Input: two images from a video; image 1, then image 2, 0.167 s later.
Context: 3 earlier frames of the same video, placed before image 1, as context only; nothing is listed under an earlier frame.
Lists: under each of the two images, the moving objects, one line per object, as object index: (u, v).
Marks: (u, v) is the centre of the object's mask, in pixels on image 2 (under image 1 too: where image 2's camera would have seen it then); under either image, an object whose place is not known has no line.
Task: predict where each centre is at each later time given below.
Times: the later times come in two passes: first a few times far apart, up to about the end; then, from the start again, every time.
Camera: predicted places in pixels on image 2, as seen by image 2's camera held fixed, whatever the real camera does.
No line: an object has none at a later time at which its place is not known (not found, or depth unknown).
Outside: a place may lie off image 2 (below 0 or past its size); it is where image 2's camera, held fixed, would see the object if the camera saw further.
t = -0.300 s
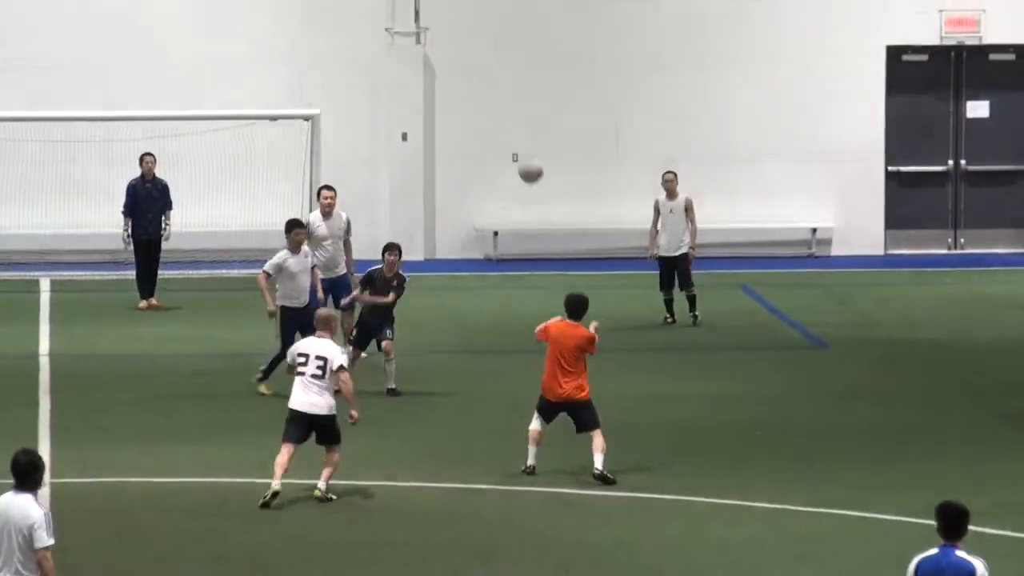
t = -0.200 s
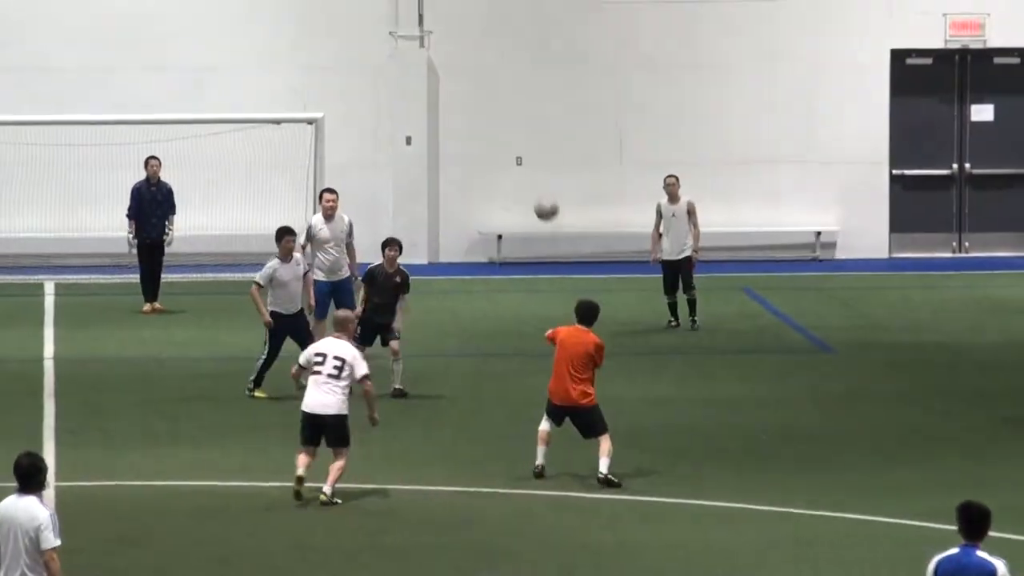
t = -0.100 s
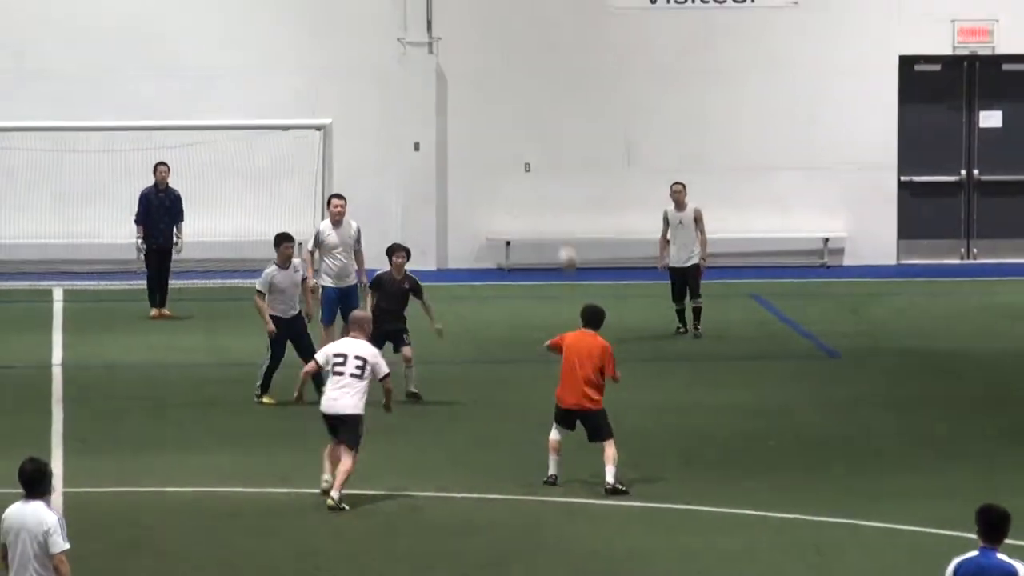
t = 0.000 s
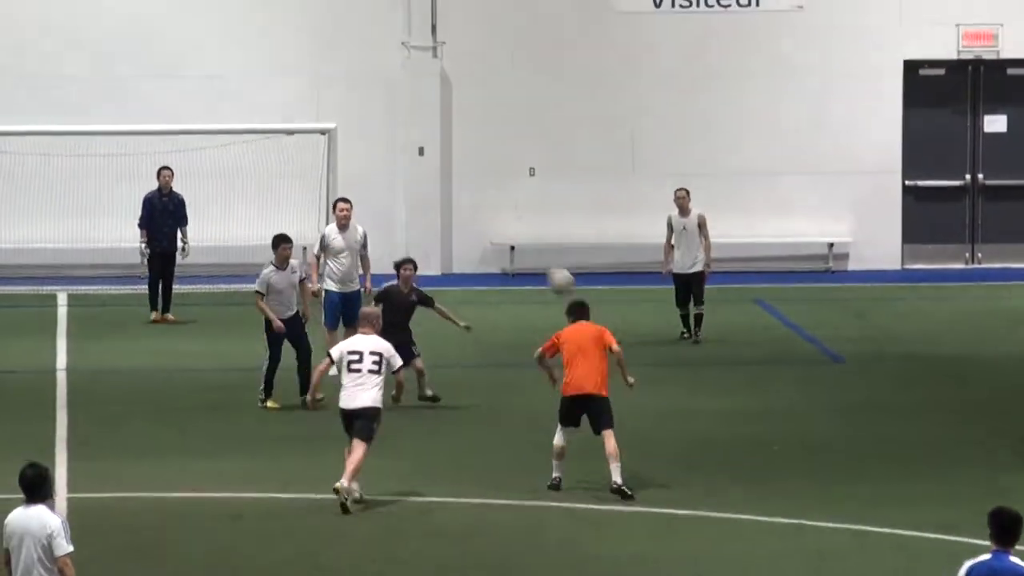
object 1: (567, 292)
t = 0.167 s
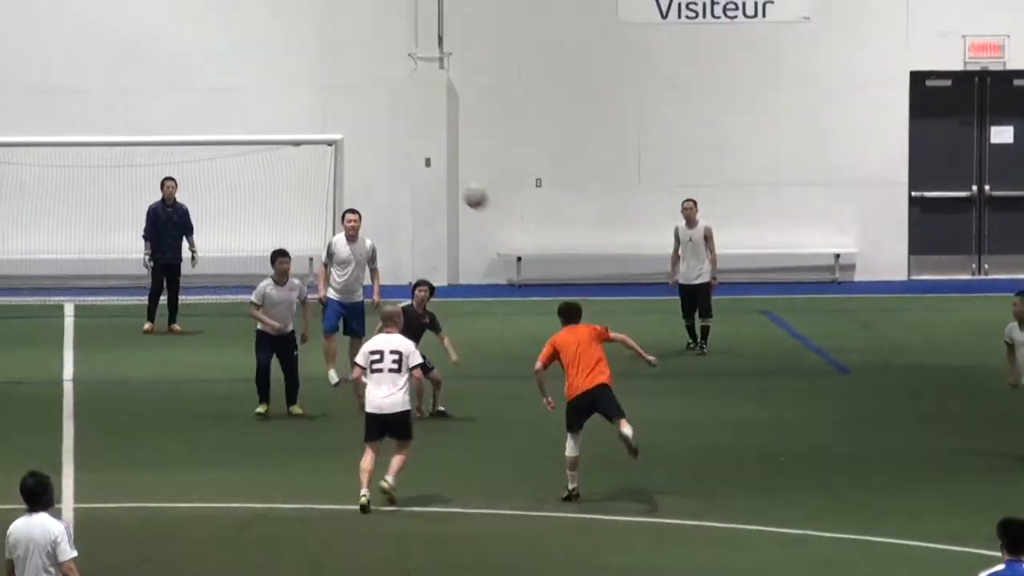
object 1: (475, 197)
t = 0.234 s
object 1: (440, 168)
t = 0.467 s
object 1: (325, 111)
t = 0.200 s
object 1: (458, 181)
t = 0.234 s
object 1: (440, 168)
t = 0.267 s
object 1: (423, 158)
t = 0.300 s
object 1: (406, 145)
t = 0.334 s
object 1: (389, 135)
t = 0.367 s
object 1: (373, 128)
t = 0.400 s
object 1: (357, 120)
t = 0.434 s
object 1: (341, 116)
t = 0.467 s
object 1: (325, 111)
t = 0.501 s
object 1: (309, 109)
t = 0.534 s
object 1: (294, 106)
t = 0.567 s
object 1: (279, 105)
